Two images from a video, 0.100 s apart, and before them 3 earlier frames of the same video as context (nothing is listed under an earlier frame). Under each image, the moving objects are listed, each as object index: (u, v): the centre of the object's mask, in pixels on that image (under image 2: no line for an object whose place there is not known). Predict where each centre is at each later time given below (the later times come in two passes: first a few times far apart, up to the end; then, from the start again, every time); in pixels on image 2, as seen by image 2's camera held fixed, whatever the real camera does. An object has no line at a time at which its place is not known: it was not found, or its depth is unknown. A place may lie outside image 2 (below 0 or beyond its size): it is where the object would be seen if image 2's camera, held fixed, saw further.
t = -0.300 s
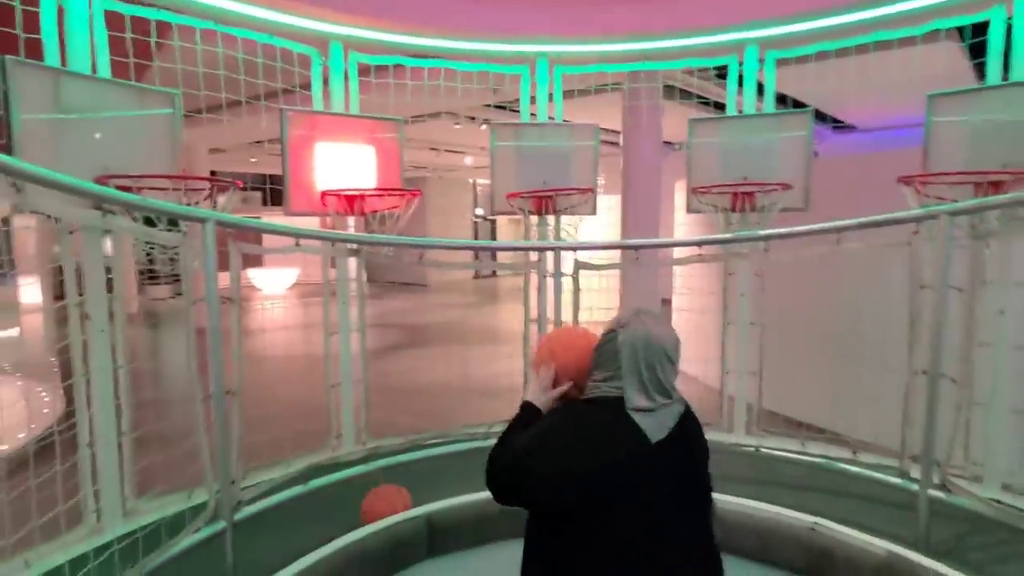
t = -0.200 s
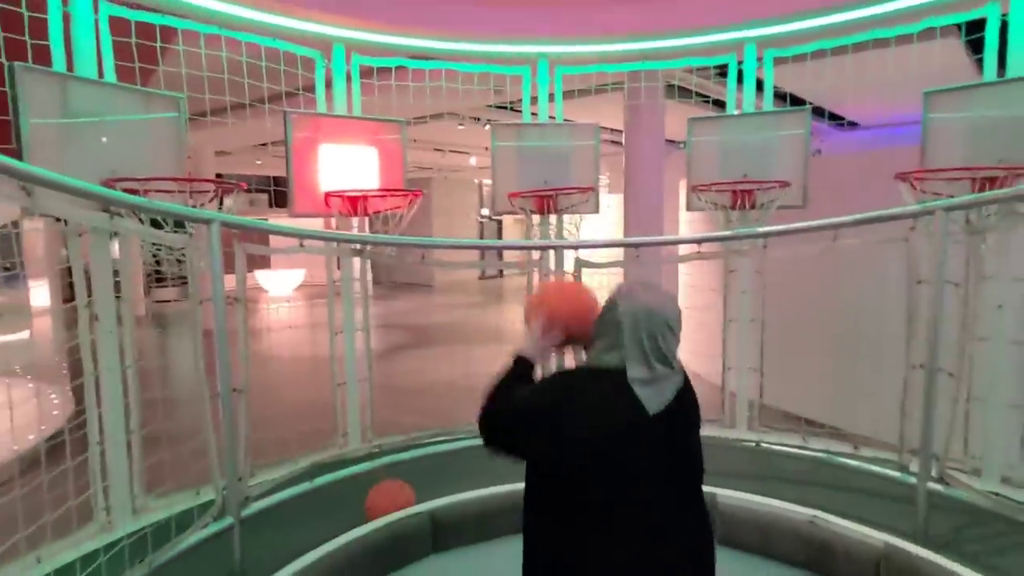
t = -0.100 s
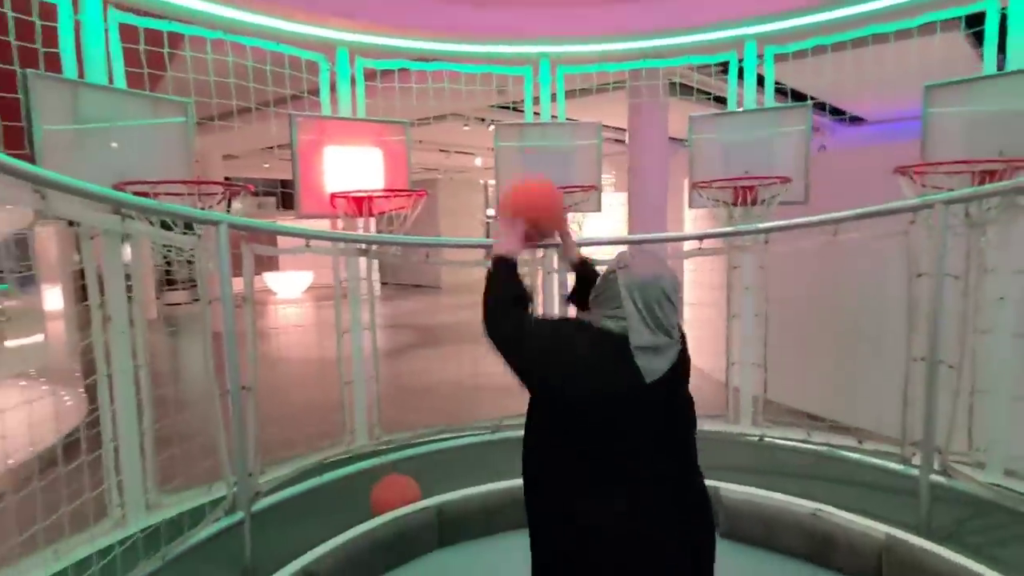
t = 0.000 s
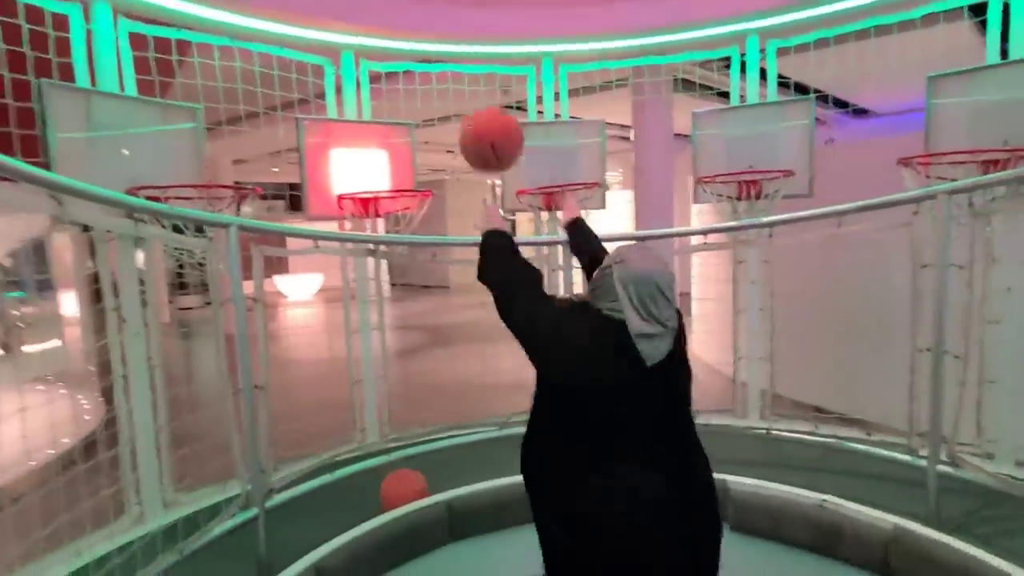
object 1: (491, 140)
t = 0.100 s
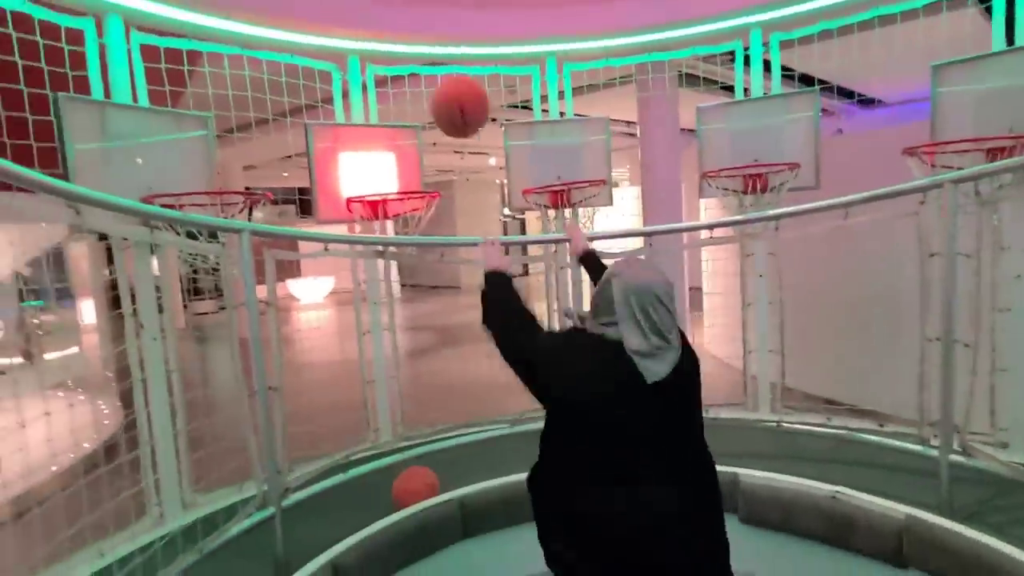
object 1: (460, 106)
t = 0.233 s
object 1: (423, 106)
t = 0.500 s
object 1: (382, 194)
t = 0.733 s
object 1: (383, 215)
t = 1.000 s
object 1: (420, 224)
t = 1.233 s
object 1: (405, 276)
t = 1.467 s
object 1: (399, 403)
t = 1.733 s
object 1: (376, 353)
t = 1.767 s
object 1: (372, 343)
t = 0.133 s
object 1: (449, 102)
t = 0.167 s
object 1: (440, 102)
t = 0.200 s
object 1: (431, 103)
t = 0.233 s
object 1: (423, 106)
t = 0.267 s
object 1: (415, 111)
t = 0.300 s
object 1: (408, 119)
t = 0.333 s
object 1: (401, 129)
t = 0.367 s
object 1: (396, 140)
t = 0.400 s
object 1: (391, 153)
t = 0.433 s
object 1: (385, 168)
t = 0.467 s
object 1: (380, 184)
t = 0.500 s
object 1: (382, 194)
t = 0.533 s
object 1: (394, 194)
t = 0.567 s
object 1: (406, 196)
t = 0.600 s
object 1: (406, 198)
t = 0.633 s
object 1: (396, 199)
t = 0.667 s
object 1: (385, 204)
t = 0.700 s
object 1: (374, 211)
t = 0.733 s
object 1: (383, 215)
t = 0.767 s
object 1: (395, 219)
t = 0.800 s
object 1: (406, 226)
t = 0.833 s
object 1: (414, 233)
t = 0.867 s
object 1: (418, 232)
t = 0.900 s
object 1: (419, 227)
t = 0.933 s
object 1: (421, 225)
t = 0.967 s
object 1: (421, 225)
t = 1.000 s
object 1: (420, 224)
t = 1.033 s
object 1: (419, 224)
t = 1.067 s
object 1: (418, 229)
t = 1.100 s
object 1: (416, 231)
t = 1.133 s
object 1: (413, 234)
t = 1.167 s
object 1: (411, 258)
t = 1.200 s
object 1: (409, 267)
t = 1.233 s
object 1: (405, 276)
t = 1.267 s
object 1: (404, 285)
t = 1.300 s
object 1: (404, 299)
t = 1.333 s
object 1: (403, 317)
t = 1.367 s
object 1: (402, 337)
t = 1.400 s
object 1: (401, 357)
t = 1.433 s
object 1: (400, 378)
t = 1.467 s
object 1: (399, 403)
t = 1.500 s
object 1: (399, 425)
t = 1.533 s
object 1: (399, 460)
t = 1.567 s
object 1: (396, 437)
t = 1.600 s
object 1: (391, 410)
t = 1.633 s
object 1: (386, 395)
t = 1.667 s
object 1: (383, 379)
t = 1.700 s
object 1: (379, 366)
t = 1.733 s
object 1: (376, 353)
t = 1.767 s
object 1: (372, 343)
